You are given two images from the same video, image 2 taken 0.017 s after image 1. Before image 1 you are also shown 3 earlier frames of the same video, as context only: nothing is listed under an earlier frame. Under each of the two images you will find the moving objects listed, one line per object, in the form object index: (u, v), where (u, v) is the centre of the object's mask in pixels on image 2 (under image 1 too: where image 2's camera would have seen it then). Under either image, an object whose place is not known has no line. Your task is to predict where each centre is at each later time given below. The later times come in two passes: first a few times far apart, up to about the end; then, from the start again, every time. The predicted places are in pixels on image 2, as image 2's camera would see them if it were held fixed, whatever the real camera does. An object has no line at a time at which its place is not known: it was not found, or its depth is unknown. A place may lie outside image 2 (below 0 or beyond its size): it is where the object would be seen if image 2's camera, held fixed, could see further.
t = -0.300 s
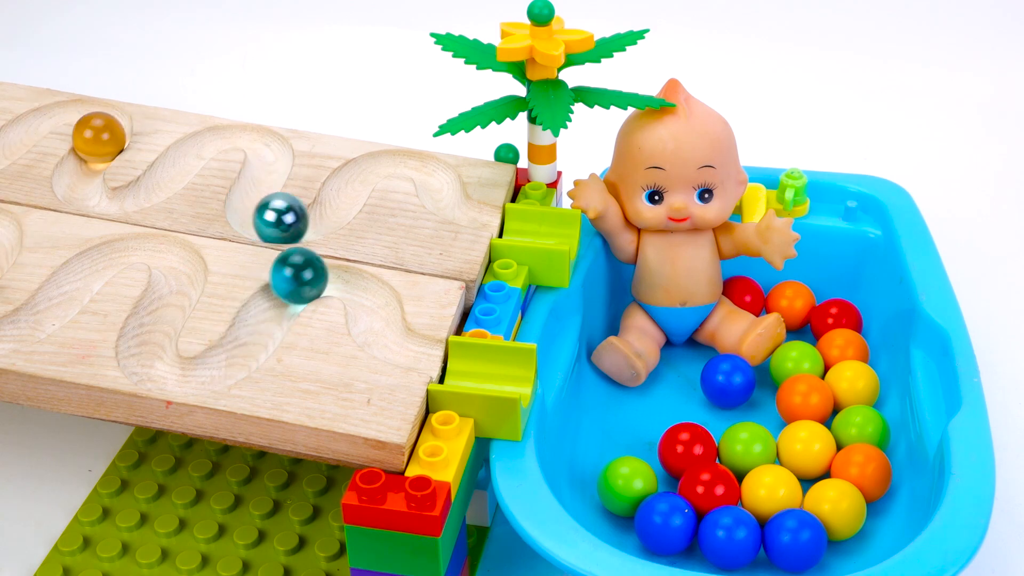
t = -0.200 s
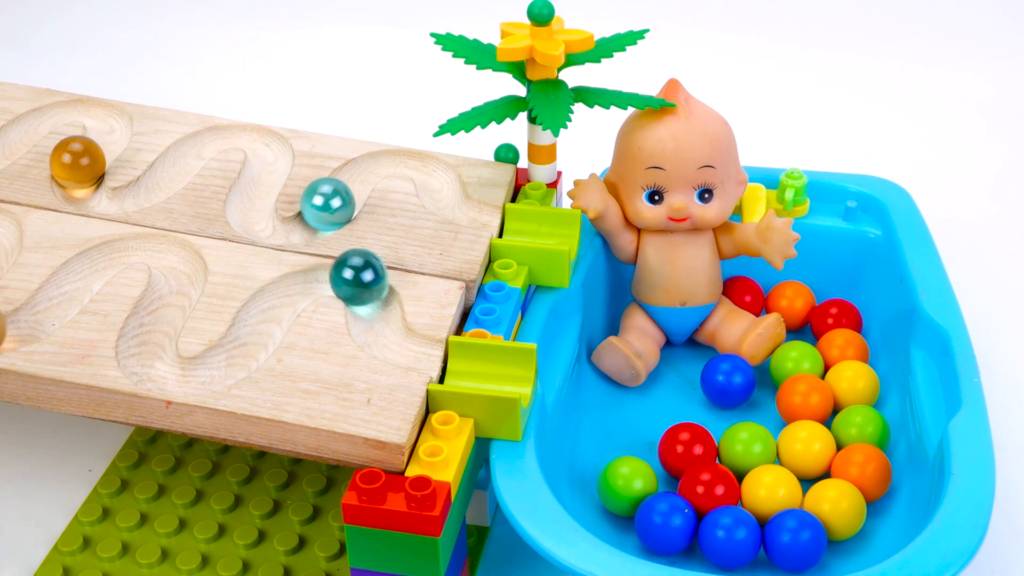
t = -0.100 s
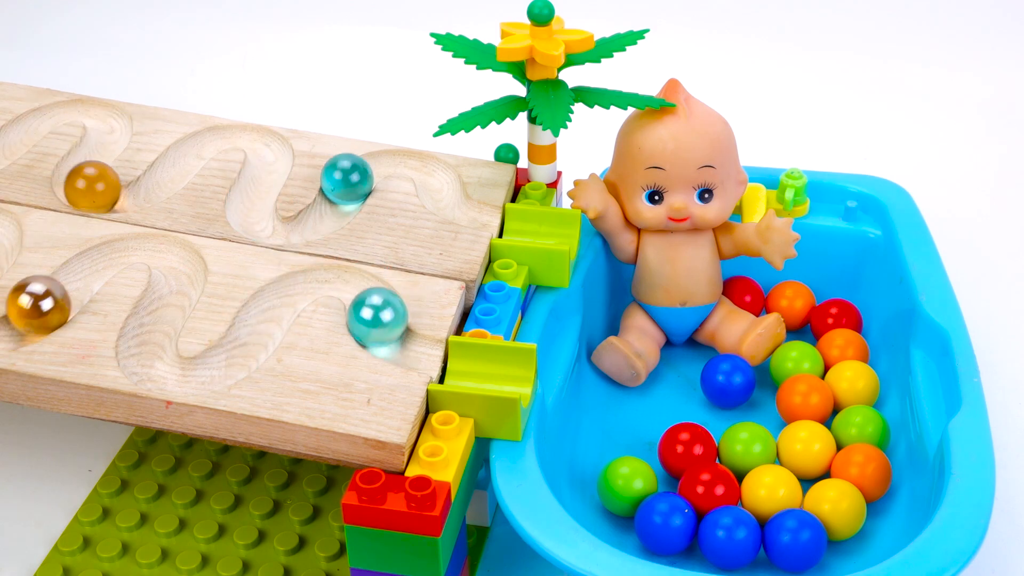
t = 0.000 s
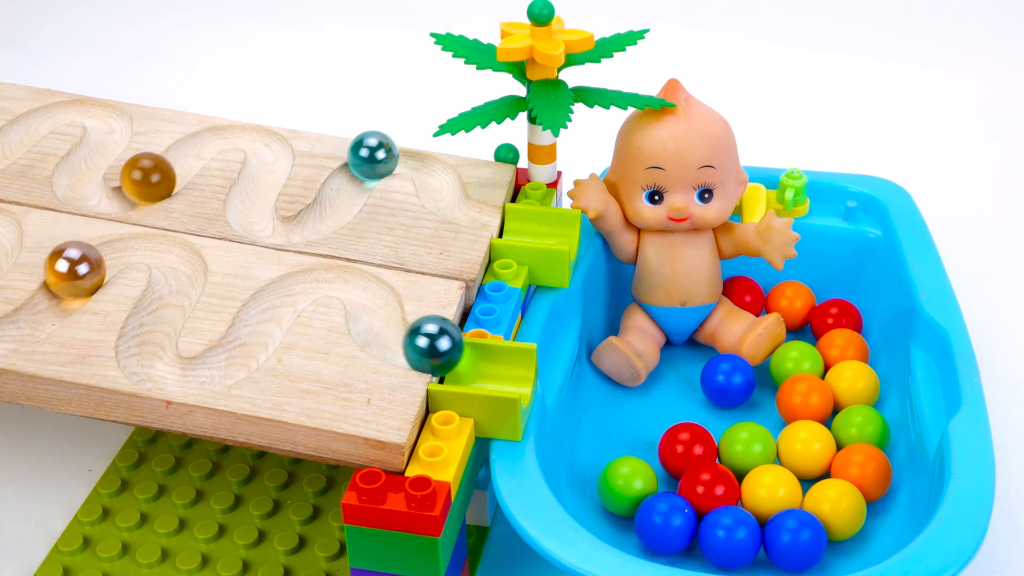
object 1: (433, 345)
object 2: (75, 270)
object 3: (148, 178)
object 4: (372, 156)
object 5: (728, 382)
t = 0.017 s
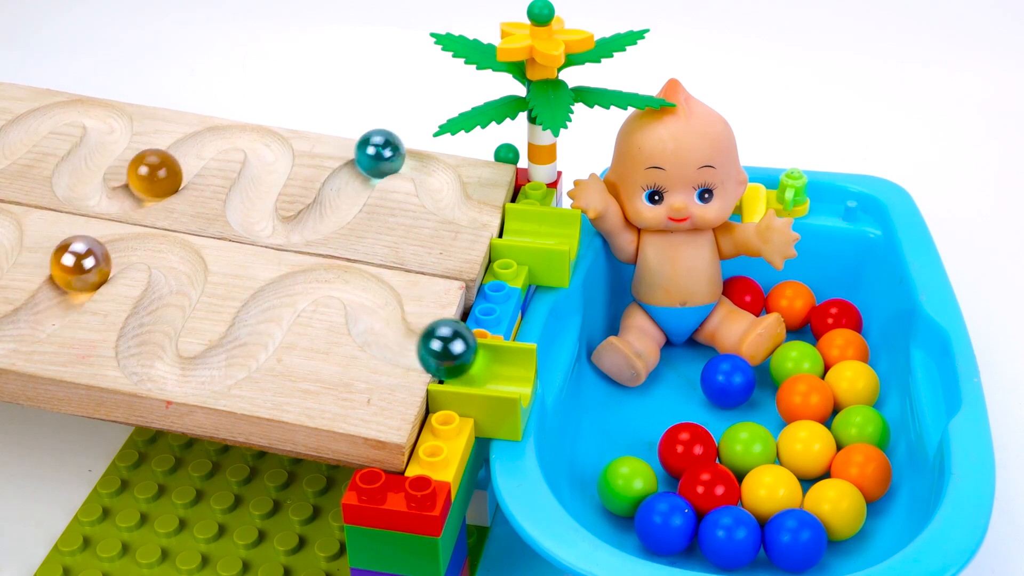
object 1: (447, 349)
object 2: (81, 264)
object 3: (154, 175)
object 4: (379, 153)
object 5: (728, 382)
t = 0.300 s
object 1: (632, 525)
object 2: (169, 287)
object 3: (256, 129)
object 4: (486, 206)
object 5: (728, 381)
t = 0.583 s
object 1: (689, 503)
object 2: (224, 352)
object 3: (256, 211)
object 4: (701, 346)
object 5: (730, 383)
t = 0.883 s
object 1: (649, 527)
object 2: (347, 272)
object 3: (359, 164)
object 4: (736, 387)
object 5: (761, 419)
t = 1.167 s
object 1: (657, 503)
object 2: (485, 365)
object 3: (458, 197)
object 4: (753, 382)
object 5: (768, 420)
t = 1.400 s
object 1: (689, 513)
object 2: (614, 503)
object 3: (616, 269)
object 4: (754, 380)
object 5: (758, 415)
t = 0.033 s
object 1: (460, 357)
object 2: (87, 258)
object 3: (160, 171)
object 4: (387, 152)
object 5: (728, 382)
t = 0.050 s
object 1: (473, 365)
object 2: (93, 254)
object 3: (165, 167)
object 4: (396, 151)
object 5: (728, 382)
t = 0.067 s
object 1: (488, 366)
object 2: (100, 249)
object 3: (169, 162)
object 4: (405, 152)
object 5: (728, 382)
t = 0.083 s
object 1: (503, 368)
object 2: (108, 245)
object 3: (173, 158)
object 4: (414, 154)
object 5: (728, 382)
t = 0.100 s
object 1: (519, 370)
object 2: (117, 241)
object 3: (177, 154)
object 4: (423, 157)
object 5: (728, 382)
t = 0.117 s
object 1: (535, 370)
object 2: (127, 238)
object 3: (181, 150)
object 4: (429, 161)
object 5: (728, 382)
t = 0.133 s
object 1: (552, 373)
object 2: (138, 237)
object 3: (185, 146)
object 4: (435, 165)
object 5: (728, 382)
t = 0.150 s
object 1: (568, 383)
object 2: (149, 237)
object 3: (189, 142)
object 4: (438, 171)
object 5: (728, 382)
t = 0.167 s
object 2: (159, 240)
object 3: (194, 139)
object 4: (440, 176)
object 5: (728, 382)
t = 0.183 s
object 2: (168, 244)
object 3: (200, 135)
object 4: (441, 181)
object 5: (728, 382)
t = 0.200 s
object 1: (615, 450)
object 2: (173, 248)
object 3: (206, 132)
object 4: (443, 186)
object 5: (728, 382)
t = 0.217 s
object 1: (628, 473)
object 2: (176, 254)
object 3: (213, 129)
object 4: (446, 191)
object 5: (728, 381)
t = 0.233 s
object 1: (629, 483)
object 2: (178, 261)
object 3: (220, 126)
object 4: (451, 195)
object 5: (728, 382)
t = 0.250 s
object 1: (627, 495)
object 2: (177, 268)
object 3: (229, 125)
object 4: (459, 198)
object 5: (728, 382)
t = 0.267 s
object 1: (624, 511)
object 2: (176, 274)
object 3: (239, 125)
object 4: (467, 201)
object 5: (728, 382)
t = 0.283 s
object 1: (624, 526)
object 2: (173, 281)
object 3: (248, 127)
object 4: (477, 204)
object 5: (728, 382)
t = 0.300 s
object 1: (632, 525)
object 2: (169, 287)
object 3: (256, 129)
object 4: (486, 206)
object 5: (728, 381)
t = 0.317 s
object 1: (640, 529)
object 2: (165, 294)
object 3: (262, 132)
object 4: (496, 209)
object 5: (728, 381)
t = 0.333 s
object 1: (650, 528)
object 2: (161, 301)
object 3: (267, 136)
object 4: (507, 214)
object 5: (729, 380)
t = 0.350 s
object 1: (657, 523)
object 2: (157, 307)
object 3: (269, 142)
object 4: (517, 220)
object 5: (730, 380)
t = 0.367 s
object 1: (666, 517)
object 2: (153, 314)
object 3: (269, 147)
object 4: (527, 222)
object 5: (731, 380)
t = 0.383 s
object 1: (673, 512)
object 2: (150, 321)
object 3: (269, 152)
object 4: (539, 223)
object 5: (730, 380)
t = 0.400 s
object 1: (677, 510)
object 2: (147, 328)
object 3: (267, 156)
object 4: (552, 225)
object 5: (730, 381)
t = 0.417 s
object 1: (679, 509)
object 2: (146, 334)
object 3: (265, 161)
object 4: (567, 226)
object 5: (729, 380)
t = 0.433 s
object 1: (682, 508)
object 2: (146, 341)
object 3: (263, 165)
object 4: (580, 229)
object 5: (729, 378)
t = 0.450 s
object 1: (684, 506)
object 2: (147, 347)
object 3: (260, 170)
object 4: (593, 237)
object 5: (729, 376)
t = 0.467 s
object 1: (686, 505)
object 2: (151, 353)
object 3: (257, 175)
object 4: (605, 250)
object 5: (728, 375)
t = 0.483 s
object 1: (688, 504)
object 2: (158, 359)
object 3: (254, 180)
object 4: (618, 268)
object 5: (726, 374)
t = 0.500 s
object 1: (690, 502)
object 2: (168, 363)
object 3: (252, 185)
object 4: (631, 292)
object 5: (724, 374)
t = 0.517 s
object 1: (692, 501)
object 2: (179, 364)
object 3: (250, 190)
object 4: (641, 321)
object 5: (723, 374)
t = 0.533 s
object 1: (694, 501)
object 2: (192, 363)
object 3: (250, 195)
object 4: (662, 333)
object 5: (718, 375)
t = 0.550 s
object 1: (694, 500)
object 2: (204, 361)
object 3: (250, 201)
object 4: (683, 338)
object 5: (717, 376)
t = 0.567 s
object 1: (692, 501)
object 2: (215, 357)
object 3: (252, 206)
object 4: (694, 338)
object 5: (725, 379)
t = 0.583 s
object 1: (689, 503)
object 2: (224, 352)
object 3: (256, 211)
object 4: (701, 346)
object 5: (730, 383)
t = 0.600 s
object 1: (685, 506)
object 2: (232, 347)
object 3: (262, 214)
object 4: (701, 355)
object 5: (737, 387)
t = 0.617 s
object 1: (681, 510)
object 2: (239, 341)
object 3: (271, 218)
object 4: (702, 361)
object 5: (742, 390)
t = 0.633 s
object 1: (678, 513)
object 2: (245, 335)
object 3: (282, 219)
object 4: (704, 357)
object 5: (747, 393)
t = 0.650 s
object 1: (674, 516)
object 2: (251, 328)
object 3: (293, 218)
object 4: (706, 358)
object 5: (751, 395)
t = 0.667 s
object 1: (671, 519)
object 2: (255, 322)
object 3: (303, 216)
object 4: (707, 365)
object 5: (752, 397)
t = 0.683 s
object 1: (667, 523)
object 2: (259, 316)
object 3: (312, 213)
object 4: (709, 372)
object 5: (753, 399)
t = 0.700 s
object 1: (662, 527)
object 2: (262, 310)
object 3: (318, 210)
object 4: (714, 370)
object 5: (754, 401)
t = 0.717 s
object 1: (659, 529)
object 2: (267, 304)
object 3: (324, 206)
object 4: (716, 373)
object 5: (755, 402)
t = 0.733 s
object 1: (655, 532)
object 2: (271, 298)
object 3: (330, 202)
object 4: (717, 380)
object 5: (756, 405)
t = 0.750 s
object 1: (654, 533)
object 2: (276, 292)
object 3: (334, 198)
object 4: (720, 378)
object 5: (758, 407)
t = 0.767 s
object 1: (652, 533)
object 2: (282, 287)
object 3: (338, 194)
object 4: (722, 382)
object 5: (759, 410)
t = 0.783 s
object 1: (651, 532)
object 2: (289, 281)
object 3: (340, 189)
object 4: (725, 383)
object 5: (759, 412)
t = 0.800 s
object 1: (650, 532)
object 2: (297, 276)
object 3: (343, 185)
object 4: (726, 384)
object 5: (758, 413)
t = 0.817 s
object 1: (649, 531)
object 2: (306, 272)
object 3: (346, 181)
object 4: (729, 385)
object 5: (758, 415)
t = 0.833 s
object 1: (649, 531)
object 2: (315, 270)
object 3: (348, 177)
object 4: (731, 385)
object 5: (759, 417)
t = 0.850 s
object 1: (648, 529)
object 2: (325, 269)
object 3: (351, 172)
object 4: (733, 386)
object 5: (759, 418)
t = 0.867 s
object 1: (648, 528)
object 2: (336, 270)
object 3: (355, 169)
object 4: (734, 387)
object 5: (761, 419)
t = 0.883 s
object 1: (649, 527)
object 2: (347, 272)
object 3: (359, 164)
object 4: (736, 387)
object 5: (761, 419)
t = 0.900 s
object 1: (650, 524)
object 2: (357, 277)
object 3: (364, 160)
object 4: (738, 387)
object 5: (763, 420)
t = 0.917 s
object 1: (651, 521)
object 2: (364, 282)
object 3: (370, 157)
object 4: (739, 387)
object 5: (763, 421)
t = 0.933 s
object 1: (652, 518)
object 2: (370, 289)
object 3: (377, 154)
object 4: (740, 387)
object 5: (764, 421)
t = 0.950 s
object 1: (653, 515)
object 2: (373, 296)
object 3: (384, 152)
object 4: (741, 387)
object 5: (764, 421)
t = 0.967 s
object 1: (654, 513)
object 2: (374, 302)
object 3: (393, 151)
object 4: (743, 387)
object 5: (765, 422)
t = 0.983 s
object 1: (654, 511)
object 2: (375, 309)
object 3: (402, 151)
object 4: (744, 387)
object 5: (766, 422)
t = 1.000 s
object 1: (654, 509)
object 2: (376, 315)
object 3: (411, 153)
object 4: (745, 386)
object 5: (766, 422)
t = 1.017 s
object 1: (655, 508)
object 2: (380, 322)
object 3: (420, 156)
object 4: (746, 386)
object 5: (767, 422)
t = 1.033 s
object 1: (655, 506)
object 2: (387, 327)
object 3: (427, 160)
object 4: (747, 386)
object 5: (768, 422)
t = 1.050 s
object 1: (655, 505)
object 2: (396, 332)
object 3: (433, 164)
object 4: (748, 386)
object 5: (769, 422)
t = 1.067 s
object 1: (654, 504)
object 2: (407, 337)
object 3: (437, 169)
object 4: (749, 386)
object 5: (769, 422)
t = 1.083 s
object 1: (655, 504)
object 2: (418, 341)
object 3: (439, 174)
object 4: (750, 385)
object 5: (770, 422)
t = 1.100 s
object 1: (656, 504)
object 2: (430, 344)
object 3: (441, 179)
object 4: (751, 385)
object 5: (770, 422)
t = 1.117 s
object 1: (656, 504)
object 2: (444, 347)
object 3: (442, 184)
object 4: (751, 384)
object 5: (769, 421)
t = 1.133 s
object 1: (657, 504)
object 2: (457, 355)
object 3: (445, 189)
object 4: (752, 383)
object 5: (769, 421)
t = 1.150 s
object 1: (657, 504)
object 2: (471, 363)
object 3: (450, 193)
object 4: (753, 383)
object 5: (768, 421)
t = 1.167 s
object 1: (657, 503)
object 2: (485, 365)
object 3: (458, 197)
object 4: (753, 382)
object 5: (768, 420)
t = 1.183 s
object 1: (657, 503)
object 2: (499, 367)
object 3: (467, 201)
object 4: (754, 382)
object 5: (767, 420)
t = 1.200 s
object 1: (657, 503)
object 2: (516, 370)
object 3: (475, 204)
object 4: (754, 381)
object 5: (767, 420)
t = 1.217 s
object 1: (657, 504)
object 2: (531, 370)
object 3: (485, 206)
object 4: (755, 381)
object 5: (766, 419)
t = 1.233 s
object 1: (657, 504)
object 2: (547, 372)
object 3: (496, 209)
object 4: (755, 381)
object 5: (766, 419)
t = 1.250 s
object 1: (657, 504)
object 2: (564, 380)
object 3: (506, 213)
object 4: (755, 381)
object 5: (765, 419)
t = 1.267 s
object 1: (656, 505)
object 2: (579, 394)
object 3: (517, 220)
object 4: (755, 381)
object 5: (765, 419)
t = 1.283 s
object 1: (656, 505)
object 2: (595, 413)
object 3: (528, 222)
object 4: (755, 381)
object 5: (765, 418)
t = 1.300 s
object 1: (655, 506)
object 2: (609, 438)
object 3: (541, 223)
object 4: (755, 381)
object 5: (765, 418)
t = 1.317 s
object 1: (658, 506)
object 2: (621, 466)
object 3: (554, 225)
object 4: (755, 380)
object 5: (765, 418)
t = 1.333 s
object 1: (671, 498)
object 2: (614, 470)
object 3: (568, 226)
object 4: (755, 380)
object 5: (764, 417)
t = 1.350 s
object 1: (677, 496)
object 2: (605, 479)
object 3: (580, 230)
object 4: (754, 380)
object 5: (764, 416)
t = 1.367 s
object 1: (683, 499)
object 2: (596, 495)
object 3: (593, 238)
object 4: (754, 380)
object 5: (762, 415)
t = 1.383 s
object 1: (687, 507)
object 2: (601, 501)
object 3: (605, 251)
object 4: (754, 380)
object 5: (760, 415)
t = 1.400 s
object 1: (689, 513)
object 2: (614, 503)
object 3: (616, 269)
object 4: (754, 380)
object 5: (758, 415)
